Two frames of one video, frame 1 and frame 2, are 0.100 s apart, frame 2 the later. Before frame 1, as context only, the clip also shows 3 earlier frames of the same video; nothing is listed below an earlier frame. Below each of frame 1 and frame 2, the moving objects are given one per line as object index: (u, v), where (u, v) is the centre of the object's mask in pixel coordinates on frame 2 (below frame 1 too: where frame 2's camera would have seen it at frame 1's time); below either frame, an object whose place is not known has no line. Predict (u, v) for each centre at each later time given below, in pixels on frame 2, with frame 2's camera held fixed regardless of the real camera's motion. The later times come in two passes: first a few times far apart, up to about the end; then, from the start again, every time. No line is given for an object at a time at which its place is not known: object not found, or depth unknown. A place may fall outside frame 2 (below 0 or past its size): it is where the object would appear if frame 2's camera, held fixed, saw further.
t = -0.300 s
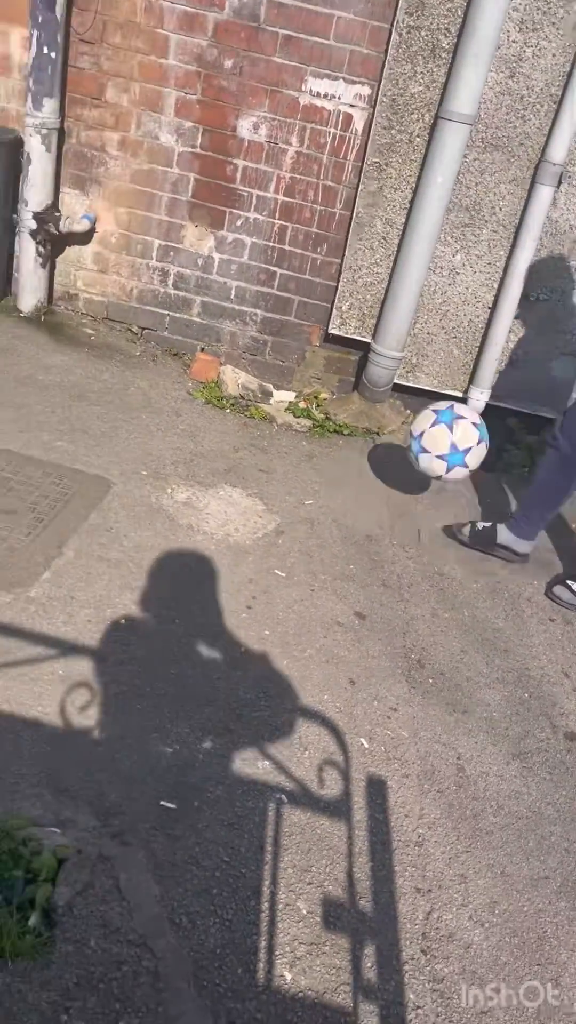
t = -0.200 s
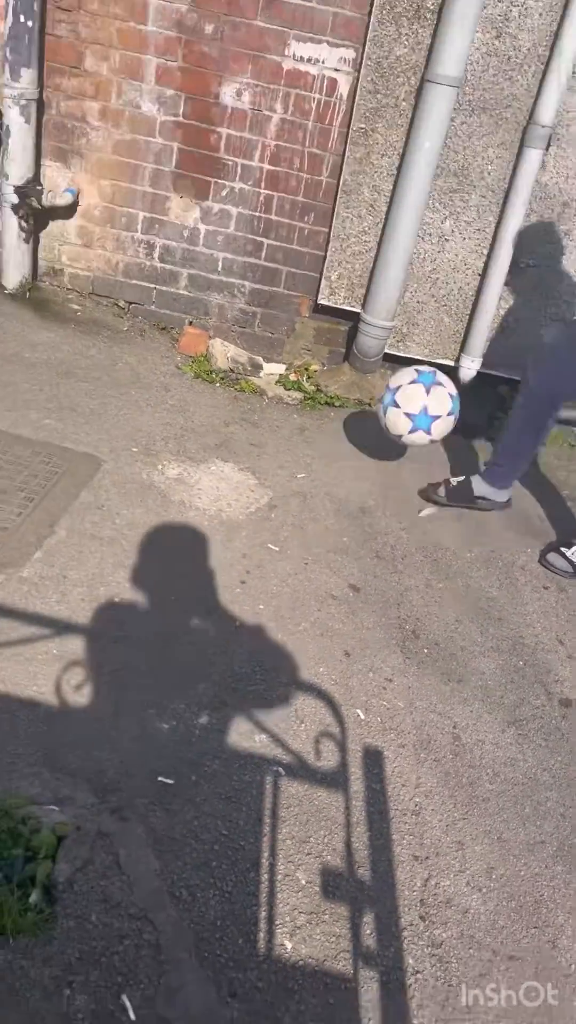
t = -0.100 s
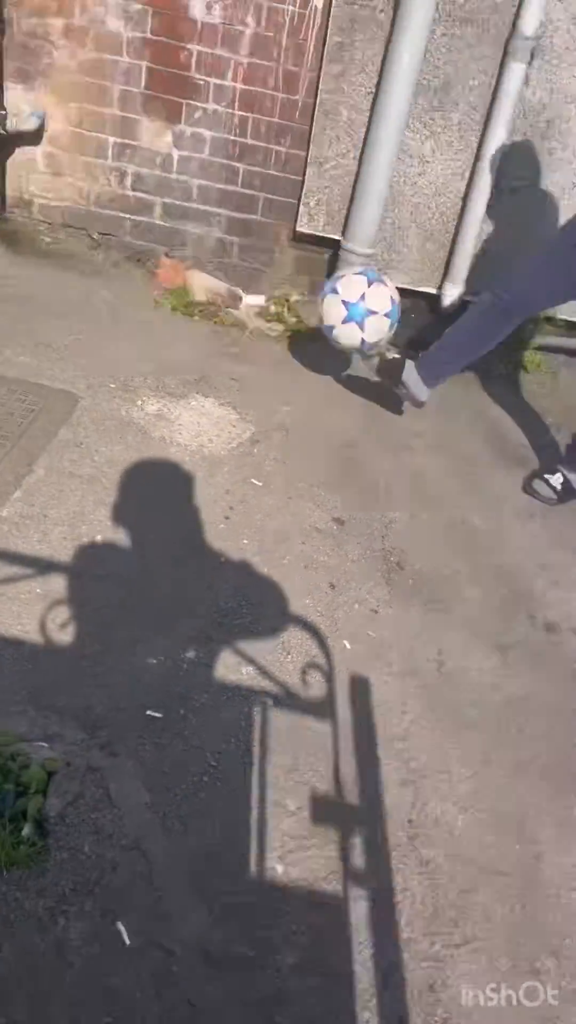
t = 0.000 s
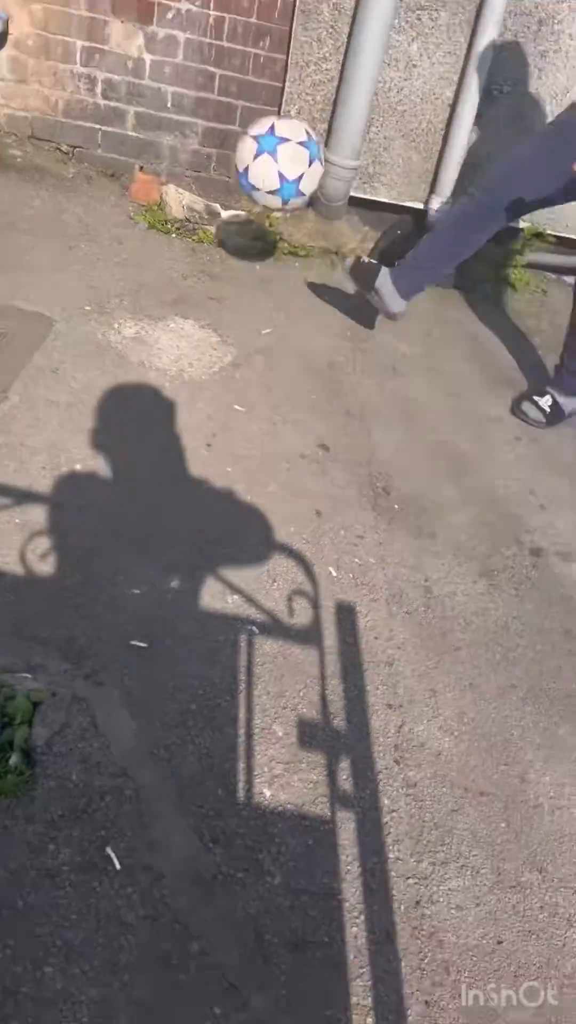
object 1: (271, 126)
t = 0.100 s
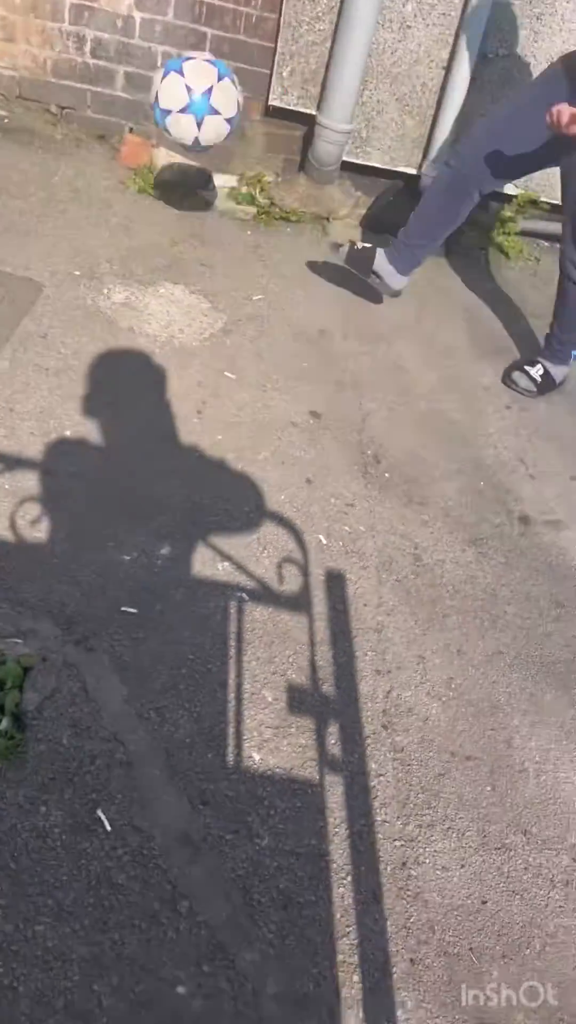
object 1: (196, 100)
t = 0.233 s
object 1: (92, 137)
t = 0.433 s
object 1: (-6, 117)
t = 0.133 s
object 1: (171, 103)
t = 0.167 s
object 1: (144, 111)
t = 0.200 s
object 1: (118, 121)
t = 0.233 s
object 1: (92, 137)
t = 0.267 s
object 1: (67, 157)
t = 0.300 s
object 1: (43, 181)
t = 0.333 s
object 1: (22, 203)
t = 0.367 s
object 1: (13, 171)
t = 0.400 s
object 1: (4, 143)
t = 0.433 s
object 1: (-6, 117)
